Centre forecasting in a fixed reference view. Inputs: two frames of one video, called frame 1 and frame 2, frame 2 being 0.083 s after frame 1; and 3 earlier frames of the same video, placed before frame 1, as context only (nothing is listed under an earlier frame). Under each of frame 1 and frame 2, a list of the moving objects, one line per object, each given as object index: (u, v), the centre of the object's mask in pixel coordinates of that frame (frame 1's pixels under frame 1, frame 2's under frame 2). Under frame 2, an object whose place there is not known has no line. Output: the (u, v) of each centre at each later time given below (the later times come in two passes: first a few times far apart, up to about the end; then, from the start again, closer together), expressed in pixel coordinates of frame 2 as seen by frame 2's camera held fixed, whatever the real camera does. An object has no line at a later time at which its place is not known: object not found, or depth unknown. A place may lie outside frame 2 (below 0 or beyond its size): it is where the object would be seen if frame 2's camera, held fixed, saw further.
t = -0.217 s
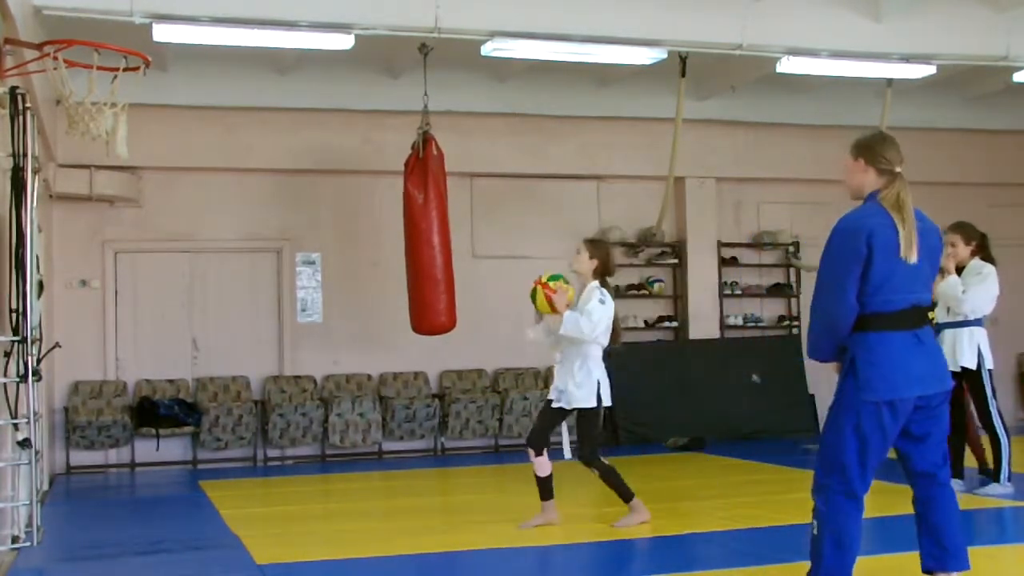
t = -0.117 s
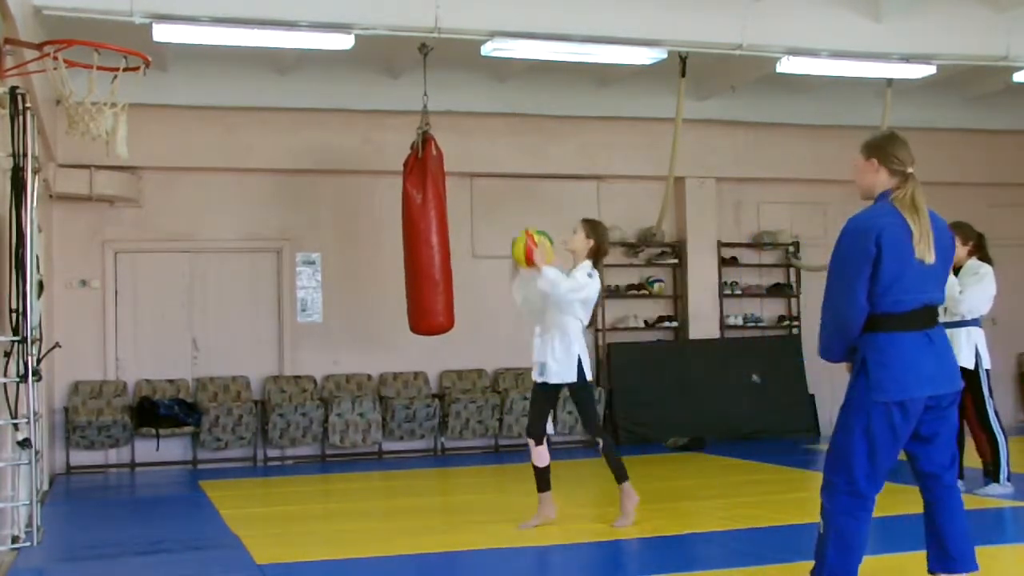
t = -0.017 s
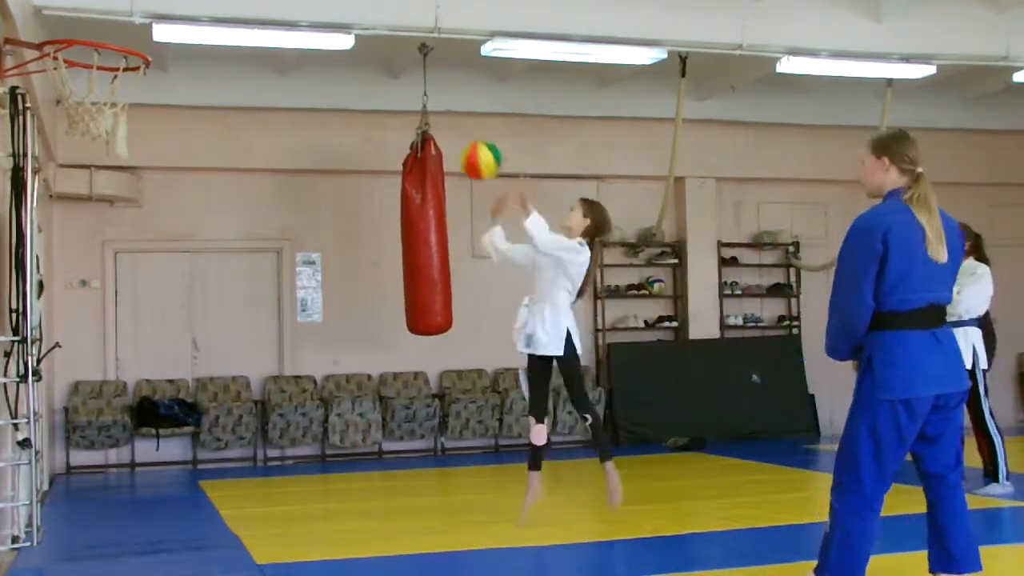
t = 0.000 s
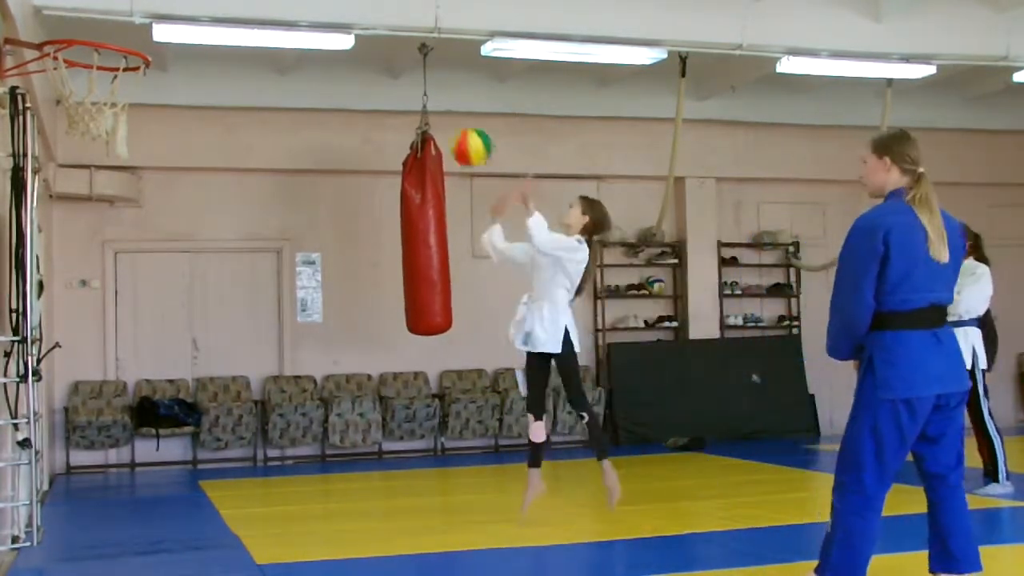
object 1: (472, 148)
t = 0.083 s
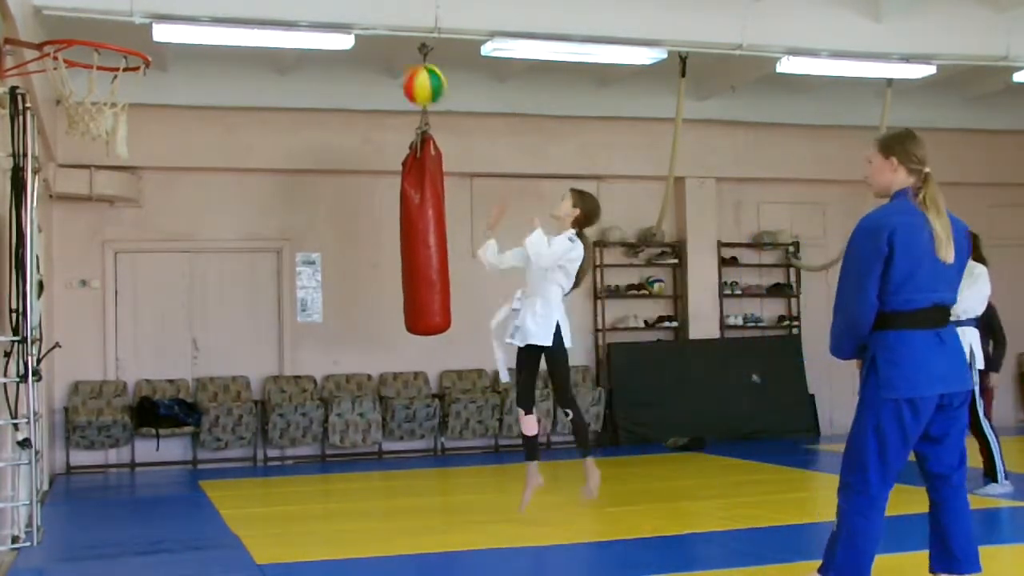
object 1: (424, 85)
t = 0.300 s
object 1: (303, 4)
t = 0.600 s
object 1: (136, 11)
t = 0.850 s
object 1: (108, 82)
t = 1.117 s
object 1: (115, 91)
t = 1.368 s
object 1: (87, 122)
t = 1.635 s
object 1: (87, 172)
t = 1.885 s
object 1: (91, 348)
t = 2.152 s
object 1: (103, 462)
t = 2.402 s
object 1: (114, 345)
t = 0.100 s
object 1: (415, 74)
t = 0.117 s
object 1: (405, 64)
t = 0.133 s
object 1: (396, 56)
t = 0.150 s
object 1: (387, 47)
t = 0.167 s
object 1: (378, 37)
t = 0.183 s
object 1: (369, 29)
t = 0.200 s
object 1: (359, 21)
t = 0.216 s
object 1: (350, 16)
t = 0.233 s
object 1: (341, 13)
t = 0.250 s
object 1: (332, 10)
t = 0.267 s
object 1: (322, 8)
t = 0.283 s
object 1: (313, 6)
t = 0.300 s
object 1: (303, 4)
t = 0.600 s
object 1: (136, 11)
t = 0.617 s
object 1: (126, 13)
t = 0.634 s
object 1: (116, 17)
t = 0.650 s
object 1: (107, 21)
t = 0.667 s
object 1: (98, 27)
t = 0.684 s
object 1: (89, 37)
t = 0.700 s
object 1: (79, 47)
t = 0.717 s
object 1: (73, 54)
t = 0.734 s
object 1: (77, 58)
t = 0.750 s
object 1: (85, 66)
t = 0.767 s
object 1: (86, 68)
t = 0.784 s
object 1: (92, 75)
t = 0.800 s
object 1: (94, 80)
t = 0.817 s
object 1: (99, 83)
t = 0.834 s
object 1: (104, 84)
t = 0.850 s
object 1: (108, 82)
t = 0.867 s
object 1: (112, 80)
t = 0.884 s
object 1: (115, 79)
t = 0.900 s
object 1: (117, 78)
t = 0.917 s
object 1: (118, 78)
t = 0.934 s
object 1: (118, 78)
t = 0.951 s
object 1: (119, 79)
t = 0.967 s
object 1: (119, 80)
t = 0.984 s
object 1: (119, 79)
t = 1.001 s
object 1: (119, 80)
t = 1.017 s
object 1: (119, 81)
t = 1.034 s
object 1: (119, 81)
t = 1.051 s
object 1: (119, 82)
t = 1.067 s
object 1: (118, 85)
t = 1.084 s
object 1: (117, 87)
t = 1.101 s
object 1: (116, 88)
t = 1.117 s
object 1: (115, 91)
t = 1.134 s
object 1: (113, 93)
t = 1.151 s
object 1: (111, 95)
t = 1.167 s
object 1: (109, 97)
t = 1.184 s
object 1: (107, 99)
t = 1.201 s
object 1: (106, 102)
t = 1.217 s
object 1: (105, 103)
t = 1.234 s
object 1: (103, 107)
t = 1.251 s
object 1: (100, 114)
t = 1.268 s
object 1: (97, 116)
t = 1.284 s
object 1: (95, 119)
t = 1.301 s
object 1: (92, 120)
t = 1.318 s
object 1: (90, 122)
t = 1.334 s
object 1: (89, 122)
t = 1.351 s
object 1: (88, 122)
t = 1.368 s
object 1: (87, 122)
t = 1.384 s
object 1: (86, 122)
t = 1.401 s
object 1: (86, 123)
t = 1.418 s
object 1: (86, 123)
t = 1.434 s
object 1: (86, 125)
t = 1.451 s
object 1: (86, 125)
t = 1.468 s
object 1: (85, 127)
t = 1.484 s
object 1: (85, 130)
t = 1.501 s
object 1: (87, 133)
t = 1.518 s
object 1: (87, 138)
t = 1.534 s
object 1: (87, 142)
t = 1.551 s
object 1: (86, 146)
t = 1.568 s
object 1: (86, 149)
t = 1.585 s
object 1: (86, 154)
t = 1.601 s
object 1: (86, 160)
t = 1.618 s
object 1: (86, 166)
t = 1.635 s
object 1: (87, 172)
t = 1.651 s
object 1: (87, 180)
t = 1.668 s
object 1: (87, 188)
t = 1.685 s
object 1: (87, 197)
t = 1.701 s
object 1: (87, 207)
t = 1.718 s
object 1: (88, 217)
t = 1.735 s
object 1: (88, 227)
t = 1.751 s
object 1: (88, 238)
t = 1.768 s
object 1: (89, 250)
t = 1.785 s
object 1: (89, 262)
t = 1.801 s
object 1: (89, 275)
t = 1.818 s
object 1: (90, 289)
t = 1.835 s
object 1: (90, 302)
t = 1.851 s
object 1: (90, 317)
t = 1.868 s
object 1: (91, 333)
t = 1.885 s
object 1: (91, 348)
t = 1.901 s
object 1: (91, 365)
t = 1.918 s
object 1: (92, 382)
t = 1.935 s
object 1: (93, 399)
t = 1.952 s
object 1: (93, 415)
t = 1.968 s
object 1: (95, 434)
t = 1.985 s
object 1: (95, 452)
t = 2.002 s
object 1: (96, 473)
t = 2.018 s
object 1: (97, 492)
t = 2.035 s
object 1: (98, 512)
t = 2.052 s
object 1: (99, 533)
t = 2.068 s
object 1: (99, 532)
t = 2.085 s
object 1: (100, 514)
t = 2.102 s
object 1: (101, 500)
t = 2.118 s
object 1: (102, 488)
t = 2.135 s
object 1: (103, 475)
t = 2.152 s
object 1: (103, 462)
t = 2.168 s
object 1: (104, 450)
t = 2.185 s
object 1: (105, 439)
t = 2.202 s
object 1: (105, 429)
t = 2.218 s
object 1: (106, 419)
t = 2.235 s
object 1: (107, 410)
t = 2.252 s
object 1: (108, 401)
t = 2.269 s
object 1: (109, 392)
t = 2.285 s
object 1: (109, 385)
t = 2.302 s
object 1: (110, 377)
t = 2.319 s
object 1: (110, 371)
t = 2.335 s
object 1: (111, 364)
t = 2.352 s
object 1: (112, 359)
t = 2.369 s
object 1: (112, 354)
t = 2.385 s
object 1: (113, 349)
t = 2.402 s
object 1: (114, 345)
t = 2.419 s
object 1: (115, 342)
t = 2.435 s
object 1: (116, 340)
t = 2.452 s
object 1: (117, 338)
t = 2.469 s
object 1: (118, 336)
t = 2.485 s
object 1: (118, 335)
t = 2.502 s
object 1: (119, 335)
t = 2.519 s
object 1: (120, 335)
